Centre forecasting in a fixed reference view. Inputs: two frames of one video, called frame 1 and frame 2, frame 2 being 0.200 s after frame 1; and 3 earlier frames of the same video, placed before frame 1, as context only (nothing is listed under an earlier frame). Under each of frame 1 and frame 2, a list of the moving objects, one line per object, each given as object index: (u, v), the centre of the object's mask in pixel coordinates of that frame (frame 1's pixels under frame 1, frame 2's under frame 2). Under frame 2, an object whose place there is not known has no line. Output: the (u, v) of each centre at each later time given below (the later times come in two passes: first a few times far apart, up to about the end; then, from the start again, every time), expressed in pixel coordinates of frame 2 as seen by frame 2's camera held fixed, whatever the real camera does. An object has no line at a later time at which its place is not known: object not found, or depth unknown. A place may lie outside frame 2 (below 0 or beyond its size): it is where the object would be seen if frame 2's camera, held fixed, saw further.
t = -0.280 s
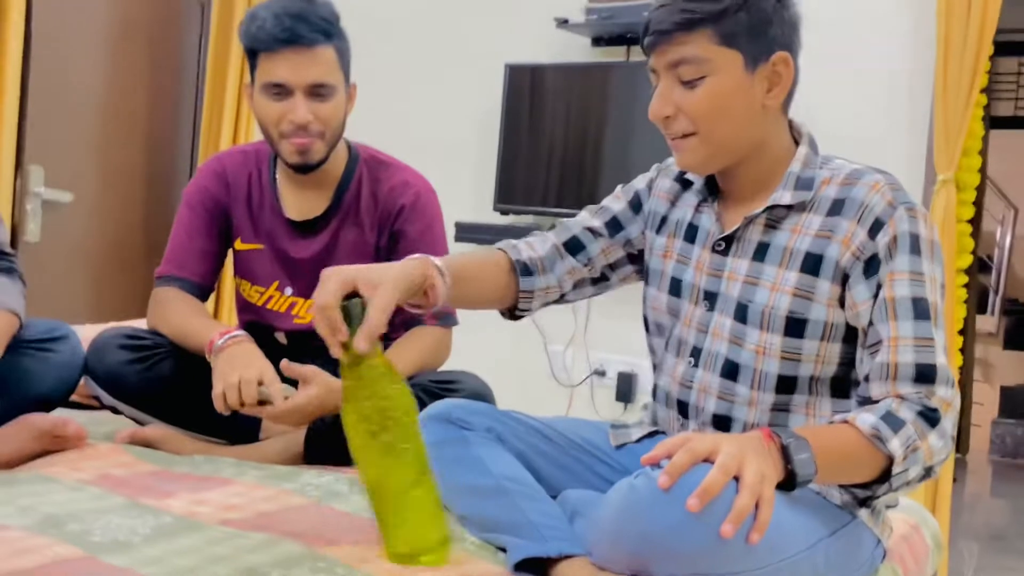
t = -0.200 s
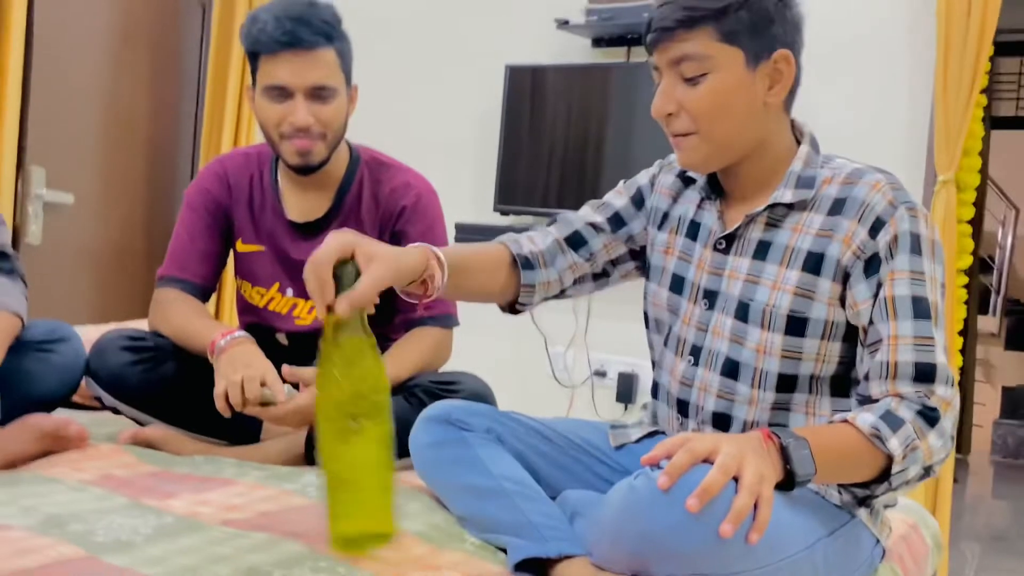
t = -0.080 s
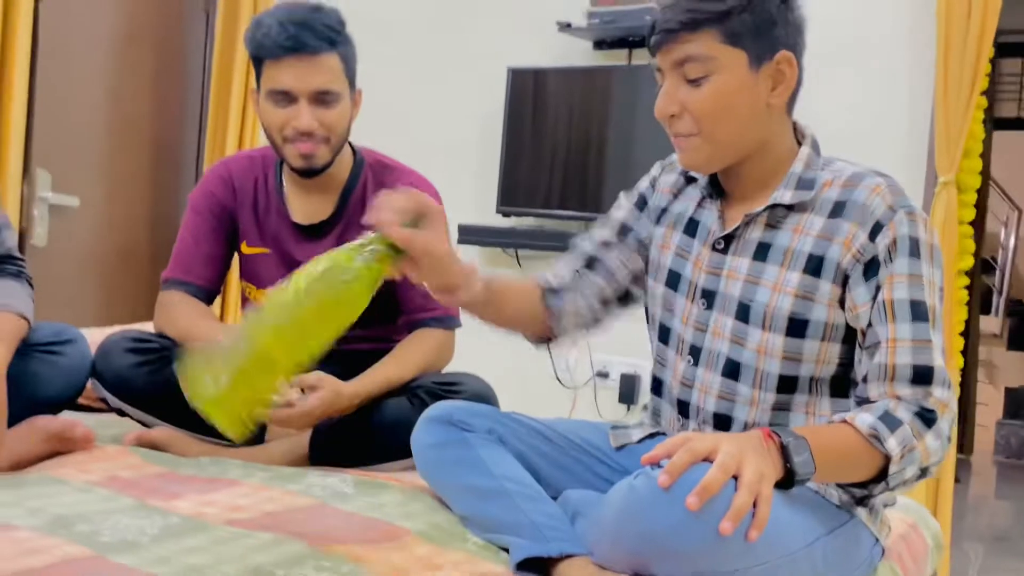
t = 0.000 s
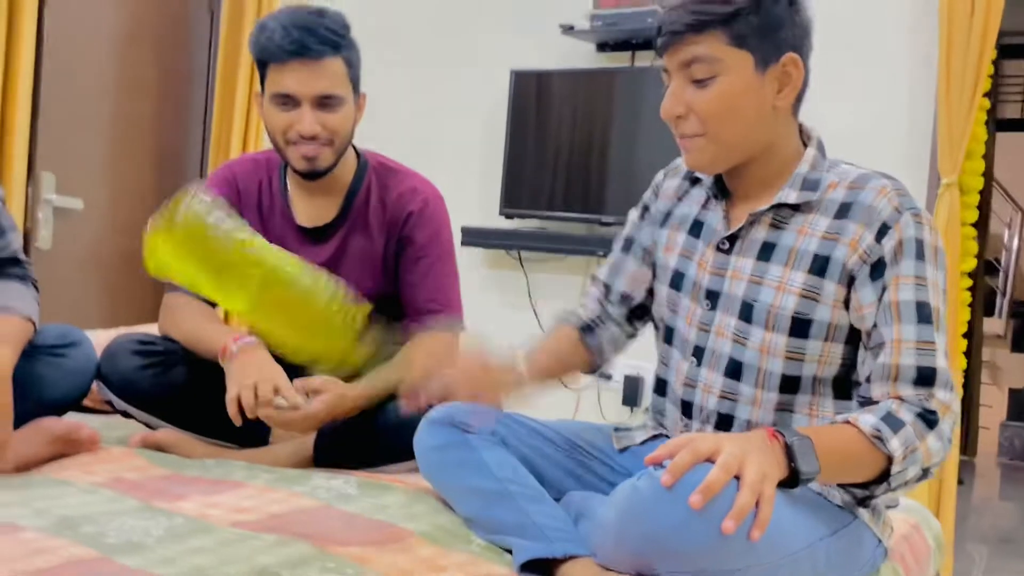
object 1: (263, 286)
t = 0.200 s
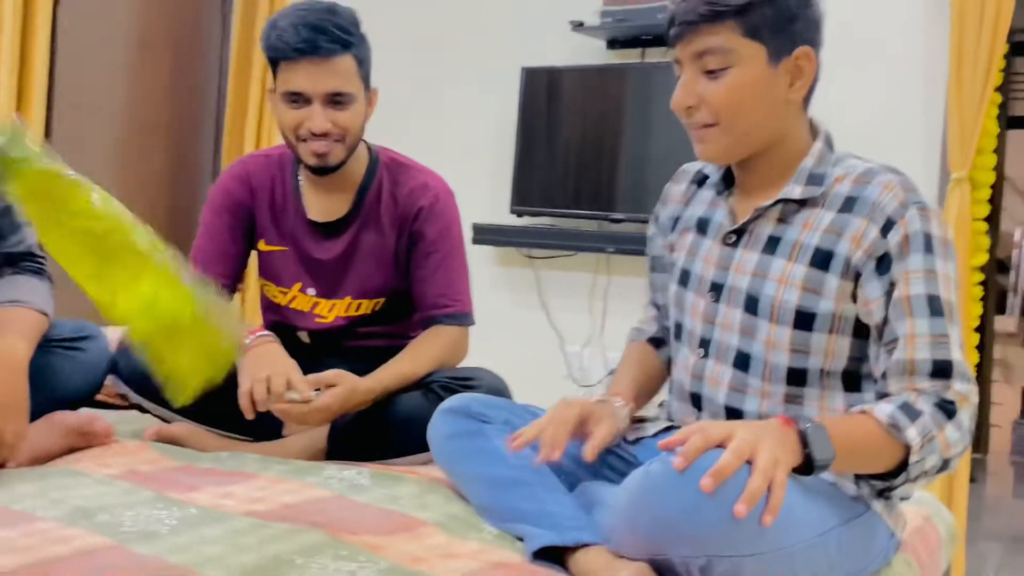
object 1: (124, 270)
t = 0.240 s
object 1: (115, 311)
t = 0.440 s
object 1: (185, 537)
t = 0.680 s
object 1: (192, 540)
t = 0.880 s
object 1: (192, 539)
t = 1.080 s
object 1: (193, 537)
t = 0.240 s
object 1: (115, 311)
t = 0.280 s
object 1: (111, 388)
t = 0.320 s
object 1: (127, 470)
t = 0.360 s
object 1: (149, 483)
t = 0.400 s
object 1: (166, 507)
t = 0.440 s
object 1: (185, 537)
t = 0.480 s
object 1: (186, 539)
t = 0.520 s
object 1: (189, 539)
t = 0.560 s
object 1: (191, 540)
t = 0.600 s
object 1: (191, 540)
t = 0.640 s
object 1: (192, 540)
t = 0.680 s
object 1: (192, 540)
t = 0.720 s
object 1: (192, 539)
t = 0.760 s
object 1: (192, 539)
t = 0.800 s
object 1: (191, 540)
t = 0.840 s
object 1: (191, 540)
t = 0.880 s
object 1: (192, 539)
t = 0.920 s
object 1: (192, 539)
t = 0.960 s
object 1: (192, 539)
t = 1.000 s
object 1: (192, 539)
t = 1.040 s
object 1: (193, 538)
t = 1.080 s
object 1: (193, 537)
